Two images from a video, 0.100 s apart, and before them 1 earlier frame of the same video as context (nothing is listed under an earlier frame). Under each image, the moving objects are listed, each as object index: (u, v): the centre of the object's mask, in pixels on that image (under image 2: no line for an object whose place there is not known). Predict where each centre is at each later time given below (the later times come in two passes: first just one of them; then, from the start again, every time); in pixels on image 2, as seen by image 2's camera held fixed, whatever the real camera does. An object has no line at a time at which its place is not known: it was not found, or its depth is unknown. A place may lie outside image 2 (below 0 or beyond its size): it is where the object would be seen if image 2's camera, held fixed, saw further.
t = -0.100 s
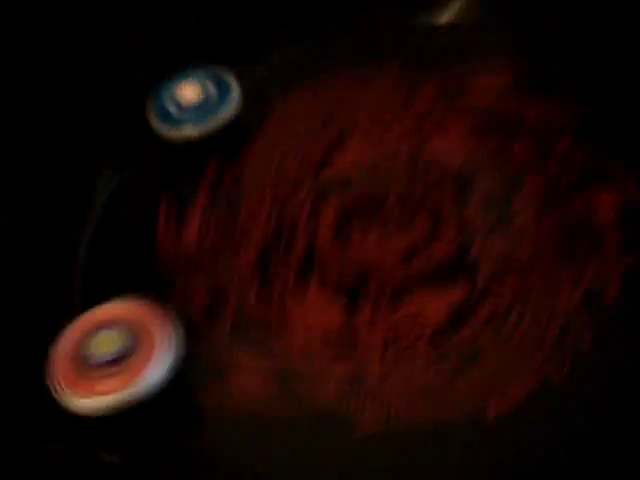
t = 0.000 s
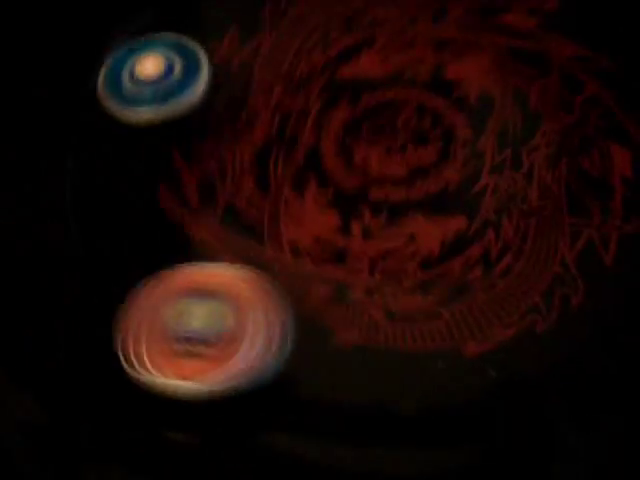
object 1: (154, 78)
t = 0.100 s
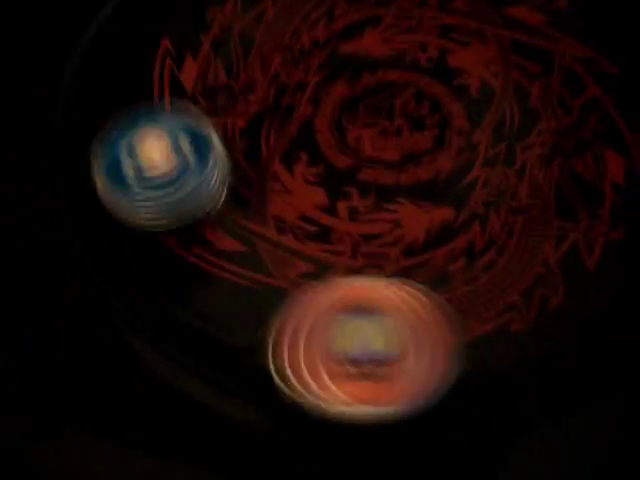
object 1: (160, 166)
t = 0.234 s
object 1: (344, 312)
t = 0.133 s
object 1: (187, 210)
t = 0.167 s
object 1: (227, 251)
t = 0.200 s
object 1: (279, 284)
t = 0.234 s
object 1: (344, 312)
